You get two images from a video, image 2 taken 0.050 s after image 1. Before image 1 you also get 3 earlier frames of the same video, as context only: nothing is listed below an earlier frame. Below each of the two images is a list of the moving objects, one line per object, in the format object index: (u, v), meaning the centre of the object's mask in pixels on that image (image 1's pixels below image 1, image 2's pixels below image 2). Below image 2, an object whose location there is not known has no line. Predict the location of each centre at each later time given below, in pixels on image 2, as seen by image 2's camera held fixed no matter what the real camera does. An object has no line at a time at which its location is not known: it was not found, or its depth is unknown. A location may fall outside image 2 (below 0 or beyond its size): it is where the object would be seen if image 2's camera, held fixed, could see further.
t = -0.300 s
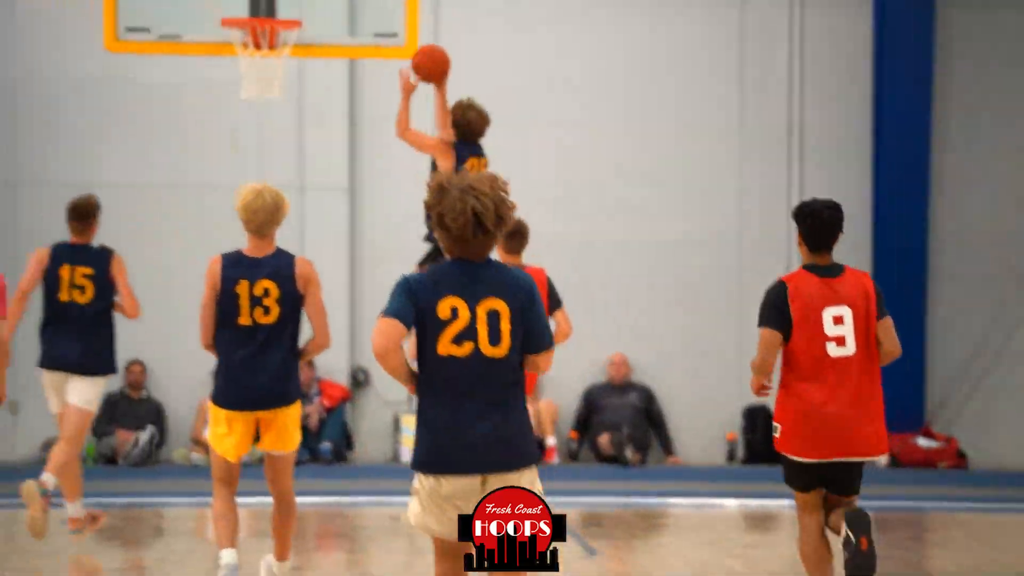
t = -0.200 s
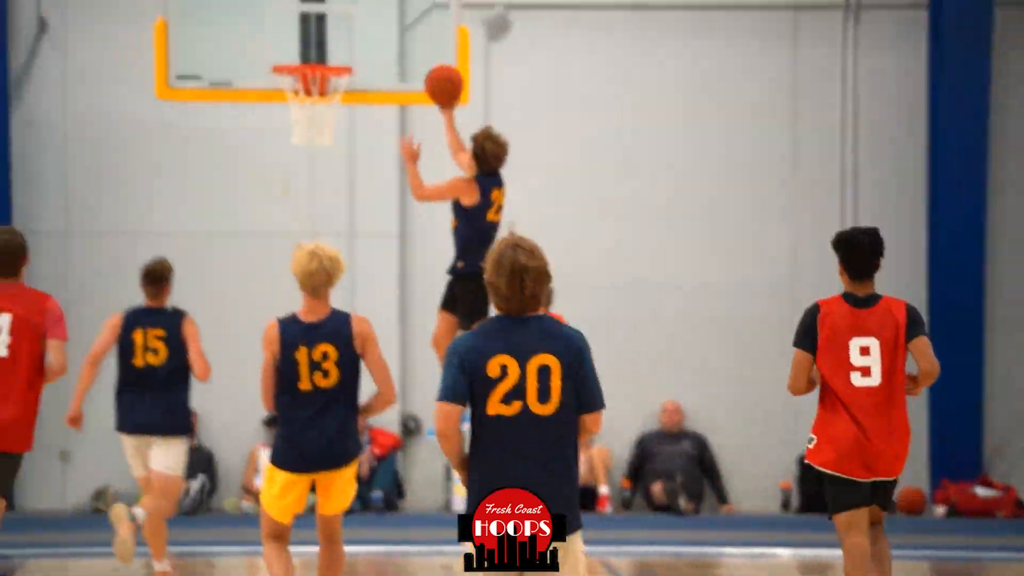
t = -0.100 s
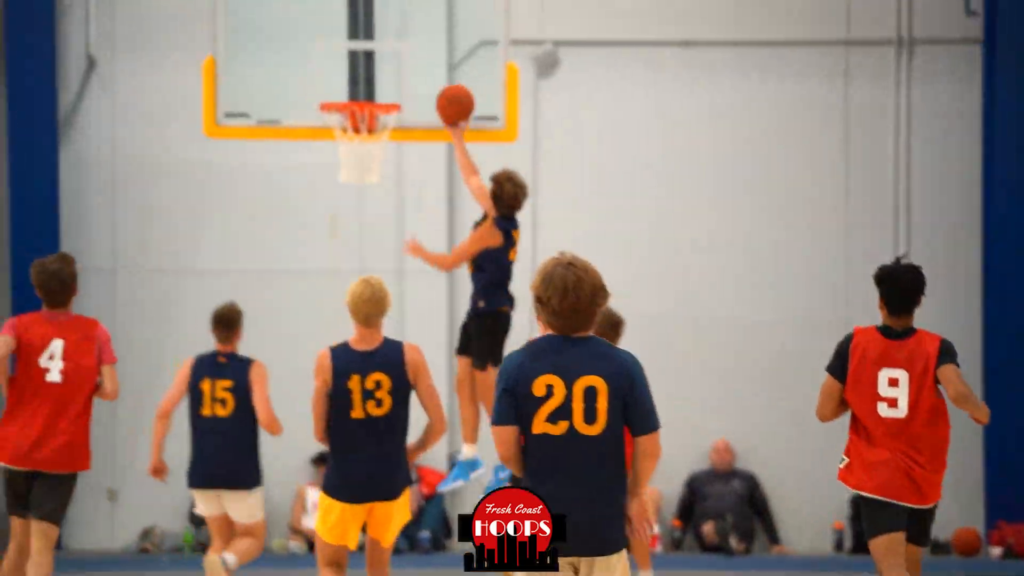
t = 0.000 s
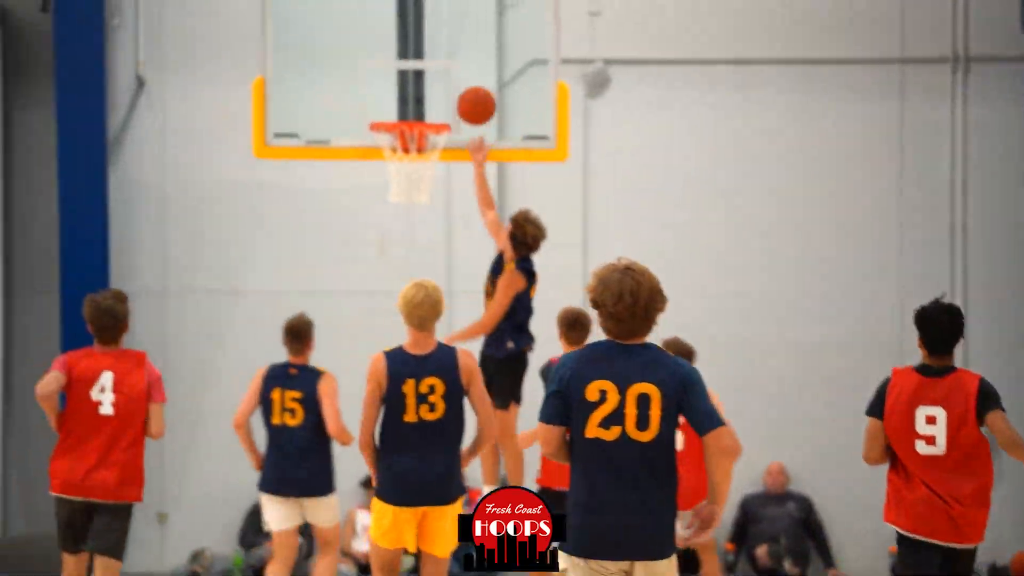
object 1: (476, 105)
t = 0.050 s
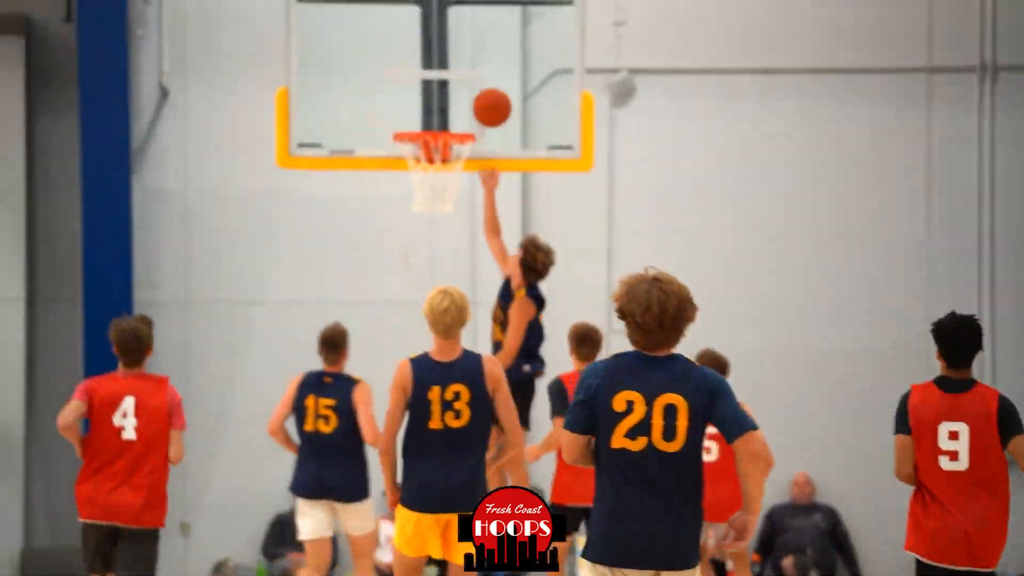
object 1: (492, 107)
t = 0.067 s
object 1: (490, 105)
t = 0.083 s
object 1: (488, 103)
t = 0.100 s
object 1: (486, 103)
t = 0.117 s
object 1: (484, 101)
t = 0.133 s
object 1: (483, 102)
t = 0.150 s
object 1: (481, 102)
